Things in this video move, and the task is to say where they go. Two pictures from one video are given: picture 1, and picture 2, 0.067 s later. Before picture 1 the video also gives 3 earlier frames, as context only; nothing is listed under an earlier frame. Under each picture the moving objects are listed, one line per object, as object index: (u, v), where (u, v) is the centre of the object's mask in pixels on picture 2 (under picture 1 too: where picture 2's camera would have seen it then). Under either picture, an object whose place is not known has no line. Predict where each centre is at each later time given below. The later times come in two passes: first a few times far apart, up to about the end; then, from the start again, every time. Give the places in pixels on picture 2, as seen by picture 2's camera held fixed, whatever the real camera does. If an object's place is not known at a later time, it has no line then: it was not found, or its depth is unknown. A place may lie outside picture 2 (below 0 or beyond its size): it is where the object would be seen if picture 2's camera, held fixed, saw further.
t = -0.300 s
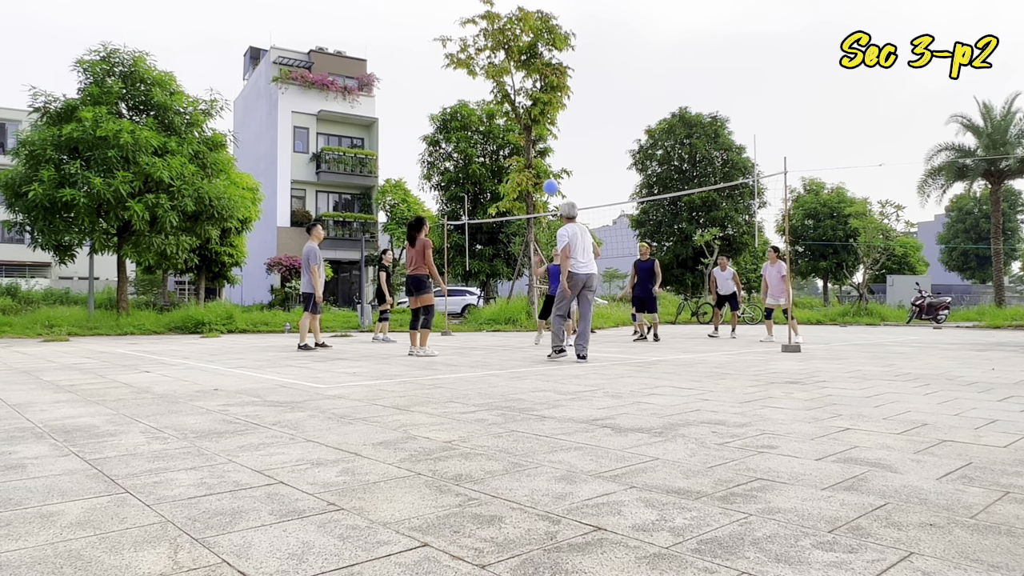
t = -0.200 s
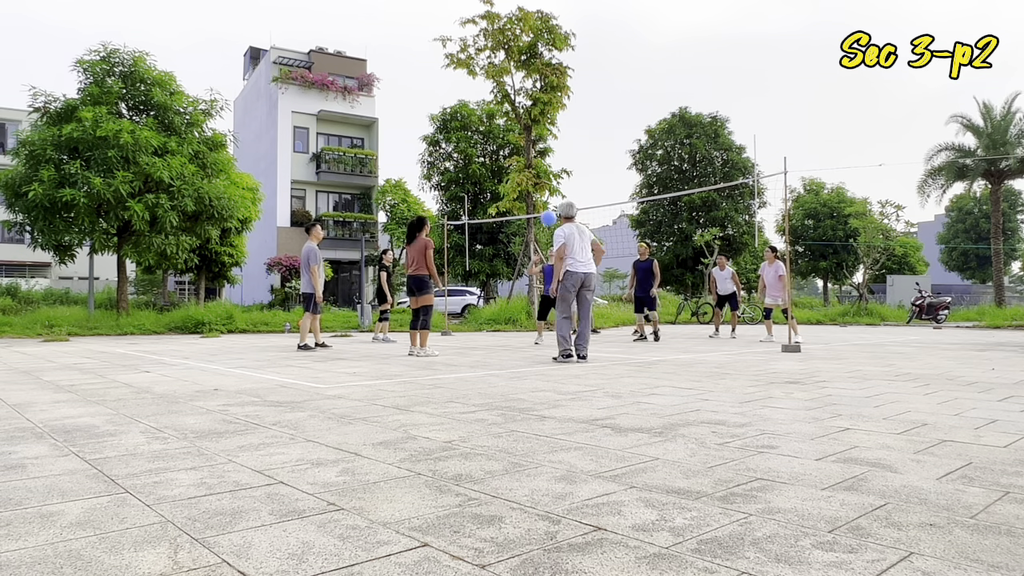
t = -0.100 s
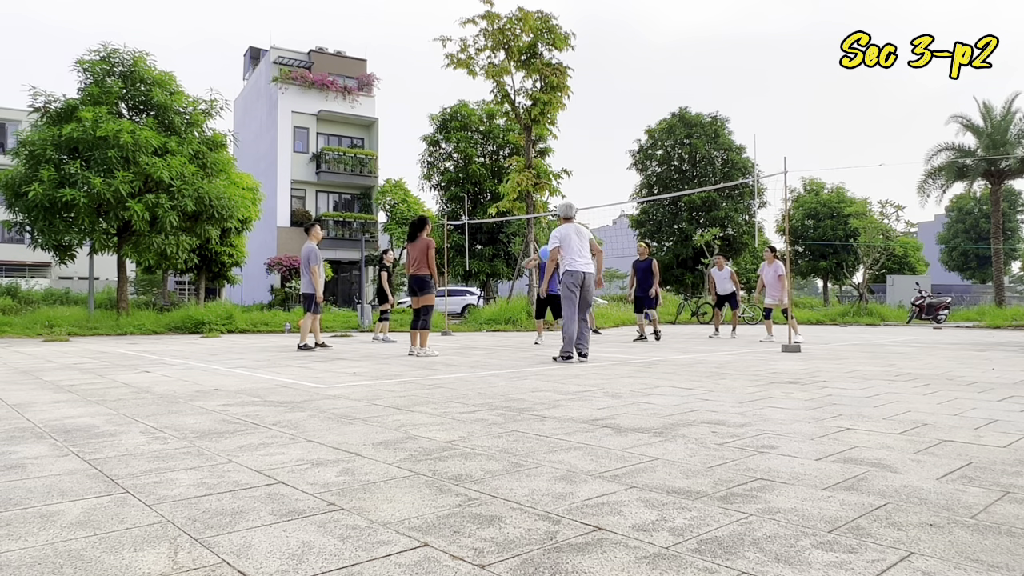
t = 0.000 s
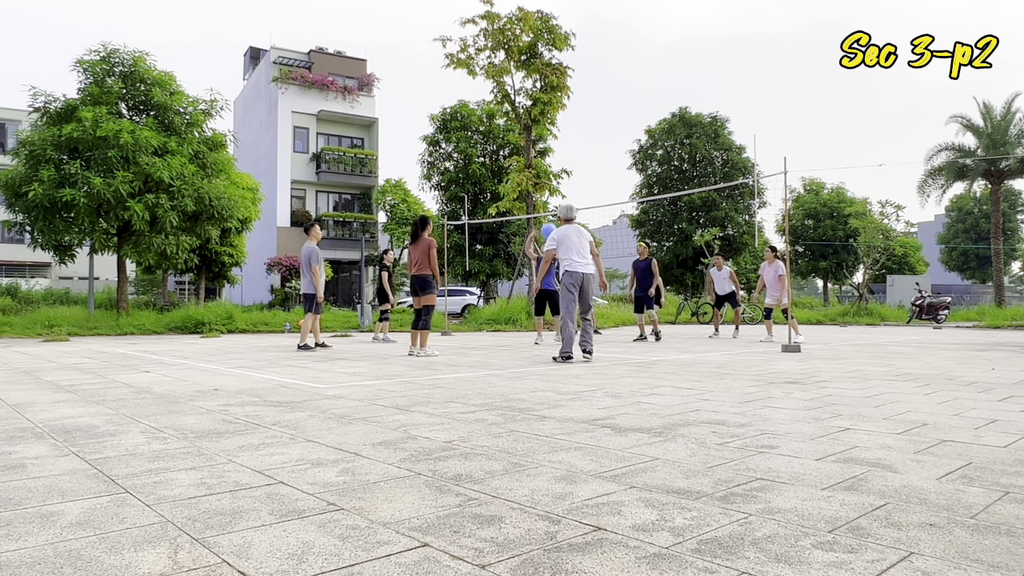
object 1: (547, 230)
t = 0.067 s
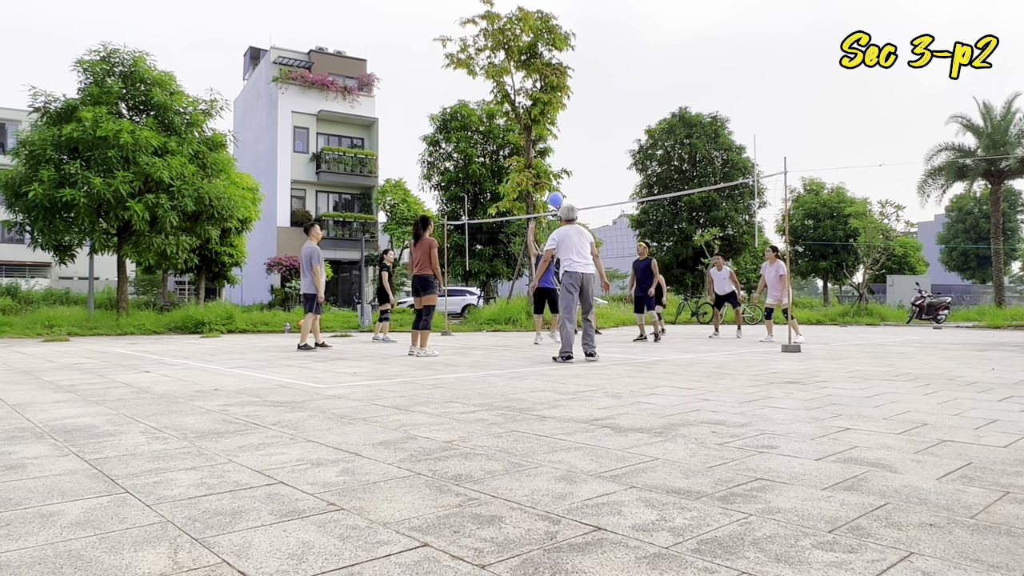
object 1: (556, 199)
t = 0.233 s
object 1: (571, 133)
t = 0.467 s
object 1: (592, 70)
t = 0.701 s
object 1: (614, 42)
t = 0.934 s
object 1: (636, 51)
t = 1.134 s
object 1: (655, 92)
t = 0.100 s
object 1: (558, 185)
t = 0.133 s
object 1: (562, 171)
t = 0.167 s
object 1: (565, 157)
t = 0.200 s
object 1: (568, 145)
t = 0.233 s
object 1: (571, 133)
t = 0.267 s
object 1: (574, 122)
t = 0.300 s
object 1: (577, 112)
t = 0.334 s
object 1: (580, 102)
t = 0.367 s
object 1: (583, 93)
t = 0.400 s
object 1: (586, 85)
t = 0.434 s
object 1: (589, 77)
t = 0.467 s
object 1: (592, 70)
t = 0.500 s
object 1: (595, 64)
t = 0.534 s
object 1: (598, 58)
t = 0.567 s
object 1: (601, 54)
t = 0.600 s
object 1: (604, 49)
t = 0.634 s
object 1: (607, 46)
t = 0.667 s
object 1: (611, 44)
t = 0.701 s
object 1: (614, 42)
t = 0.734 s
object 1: (617, 41)
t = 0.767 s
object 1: (620, 40)
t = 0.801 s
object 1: (623, 41)
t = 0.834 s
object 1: (626, 42)
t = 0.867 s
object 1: (630, 44)
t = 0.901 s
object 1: (633, 47)
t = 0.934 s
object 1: (636, 51)
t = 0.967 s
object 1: (639, 56)
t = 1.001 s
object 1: (643, 61)
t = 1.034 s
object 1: (646, 68)
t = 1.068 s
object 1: (649, 75)
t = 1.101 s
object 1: (652, 83)
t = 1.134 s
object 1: (655, 92)
